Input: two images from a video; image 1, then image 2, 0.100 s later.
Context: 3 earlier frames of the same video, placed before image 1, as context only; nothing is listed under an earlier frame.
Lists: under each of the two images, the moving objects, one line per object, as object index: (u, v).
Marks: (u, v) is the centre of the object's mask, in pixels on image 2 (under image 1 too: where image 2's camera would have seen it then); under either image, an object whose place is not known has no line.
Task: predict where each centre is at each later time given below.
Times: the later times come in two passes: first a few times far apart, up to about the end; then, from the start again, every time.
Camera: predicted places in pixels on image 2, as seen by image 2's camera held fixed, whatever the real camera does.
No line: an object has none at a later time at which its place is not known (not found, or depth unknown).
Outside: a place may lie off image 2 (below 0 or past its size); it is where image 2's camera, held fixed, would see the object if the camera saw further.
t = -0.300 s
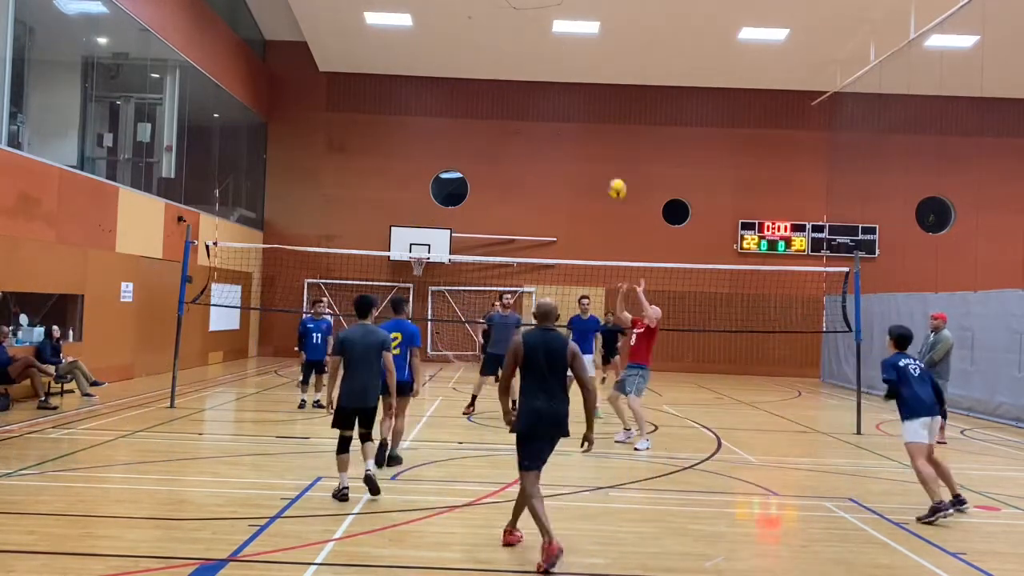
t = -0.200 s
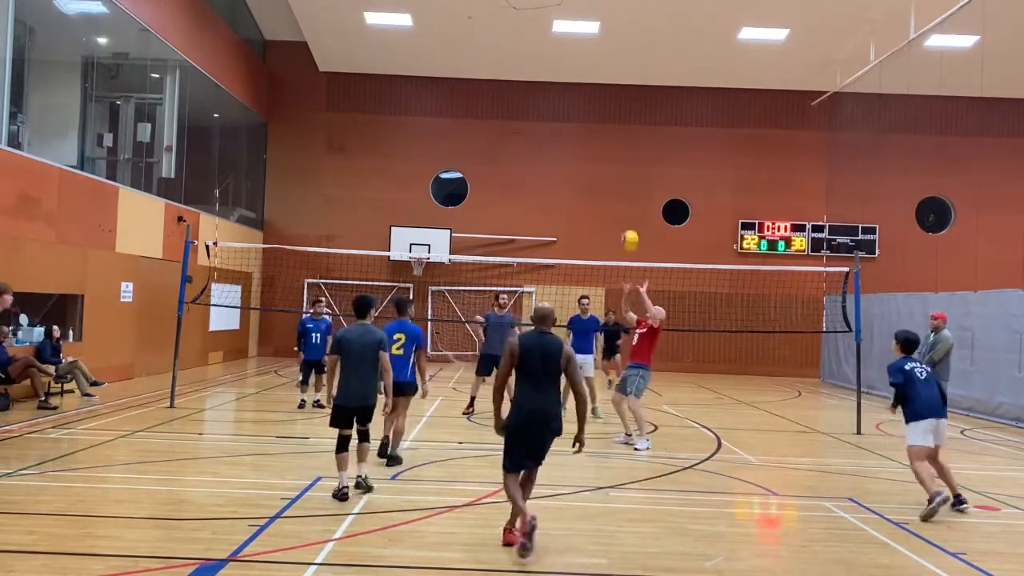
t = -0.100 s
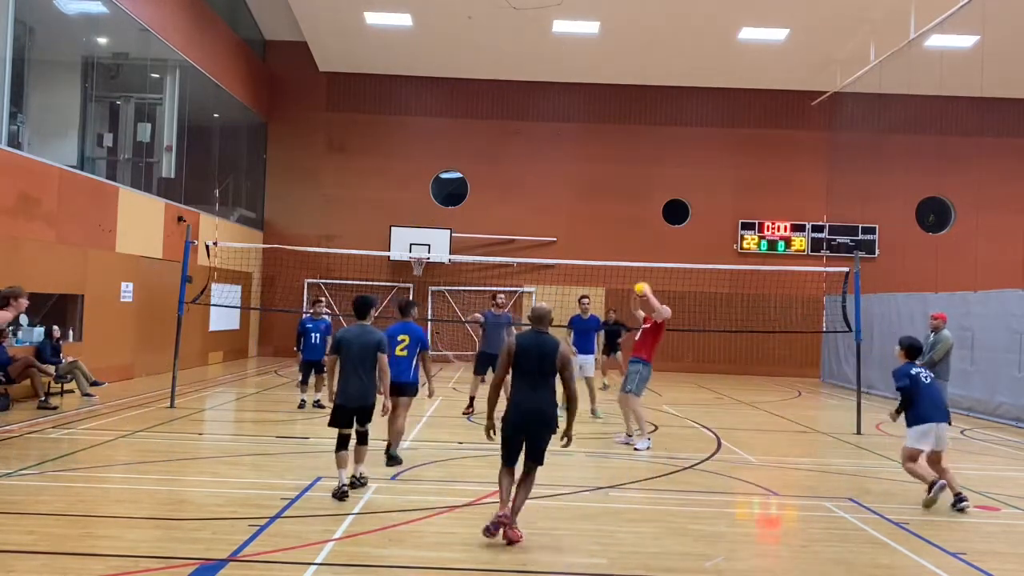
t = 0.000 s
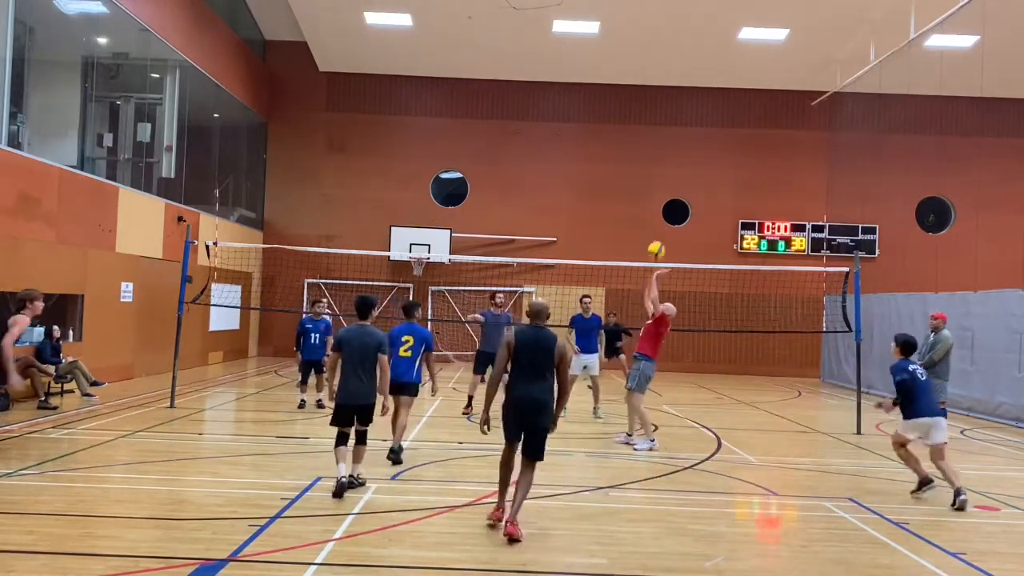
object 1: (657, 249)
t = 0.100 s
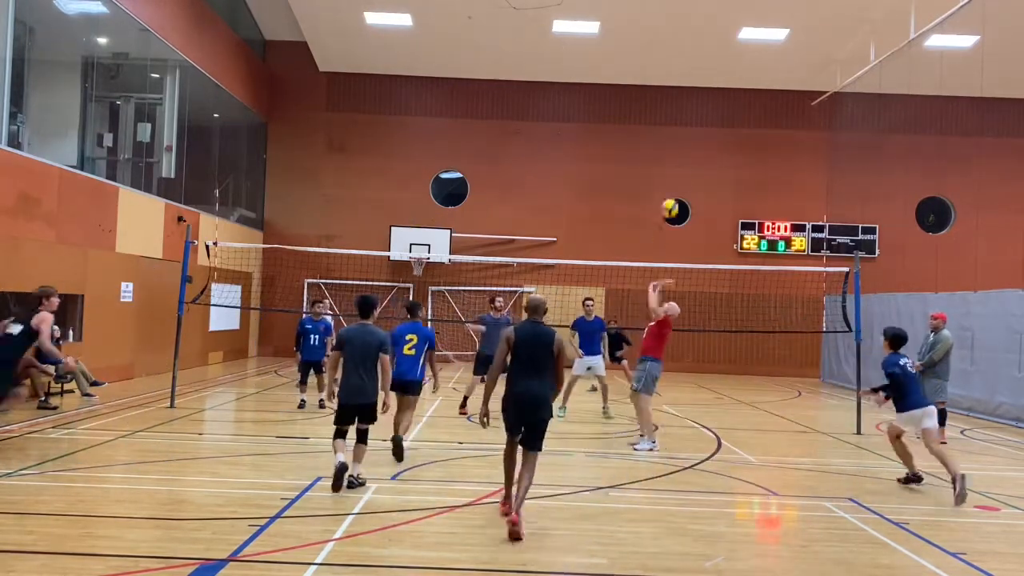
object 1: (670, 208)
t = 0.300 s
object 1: (694, 151)
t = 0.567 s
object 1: (723, 128)
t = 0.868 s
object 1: (751, 164)
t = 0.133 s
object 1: (674, 196)
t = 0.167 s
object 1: (678, 185)
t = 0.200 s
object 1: (682, 175)
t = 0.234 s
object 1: (686, 166)
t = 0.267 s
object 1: (690, 158)
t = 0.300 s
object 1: (694, 151)
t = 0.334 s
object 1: (698, 145)
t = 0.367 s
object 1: (702, 140)
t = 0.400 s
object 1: (706, 135)
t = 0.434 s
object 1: (709, 132)
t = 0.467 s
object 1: (713, 130)
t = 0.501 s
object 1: (716, 128)
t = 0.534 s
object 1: (720, 127)
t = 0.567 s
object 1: (723, 128)
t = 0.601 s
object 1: (727, 128)
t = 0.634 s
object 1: (730, 130)
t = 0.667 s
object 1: (733, 132)
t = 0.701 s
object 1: (736, 136)
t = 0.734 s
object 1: (739, 140)
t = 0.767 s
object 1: (742, 144)
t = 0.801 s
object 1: (745, 150)
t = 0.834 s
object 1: (748, 157)
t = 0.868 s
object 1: (751, 164)
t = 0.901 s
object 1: (754, 172)
